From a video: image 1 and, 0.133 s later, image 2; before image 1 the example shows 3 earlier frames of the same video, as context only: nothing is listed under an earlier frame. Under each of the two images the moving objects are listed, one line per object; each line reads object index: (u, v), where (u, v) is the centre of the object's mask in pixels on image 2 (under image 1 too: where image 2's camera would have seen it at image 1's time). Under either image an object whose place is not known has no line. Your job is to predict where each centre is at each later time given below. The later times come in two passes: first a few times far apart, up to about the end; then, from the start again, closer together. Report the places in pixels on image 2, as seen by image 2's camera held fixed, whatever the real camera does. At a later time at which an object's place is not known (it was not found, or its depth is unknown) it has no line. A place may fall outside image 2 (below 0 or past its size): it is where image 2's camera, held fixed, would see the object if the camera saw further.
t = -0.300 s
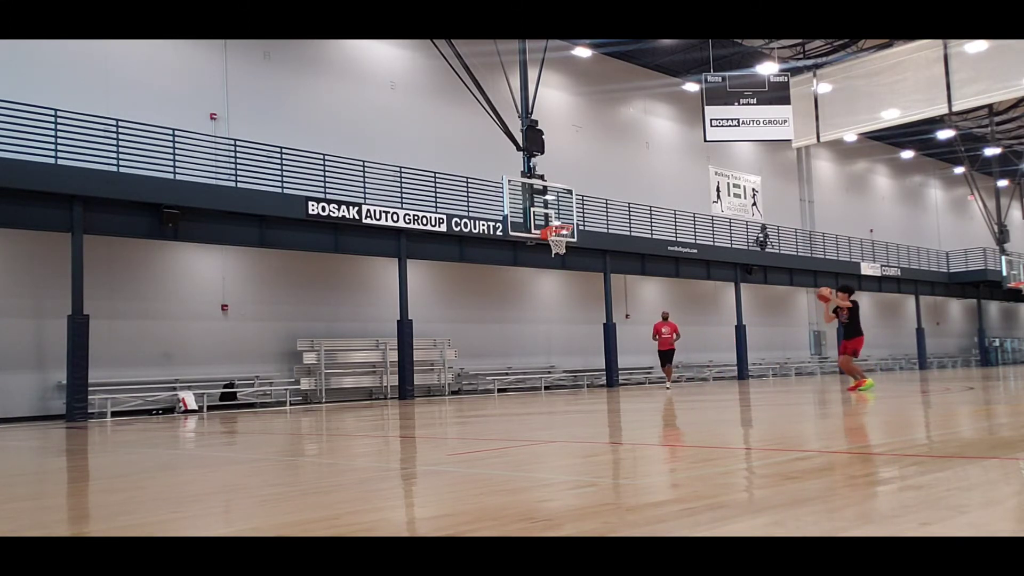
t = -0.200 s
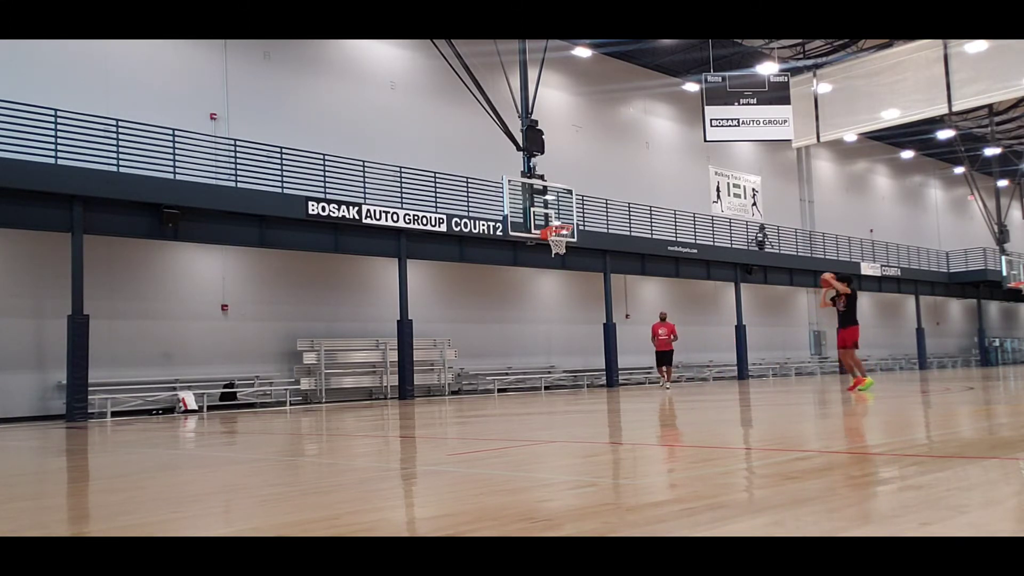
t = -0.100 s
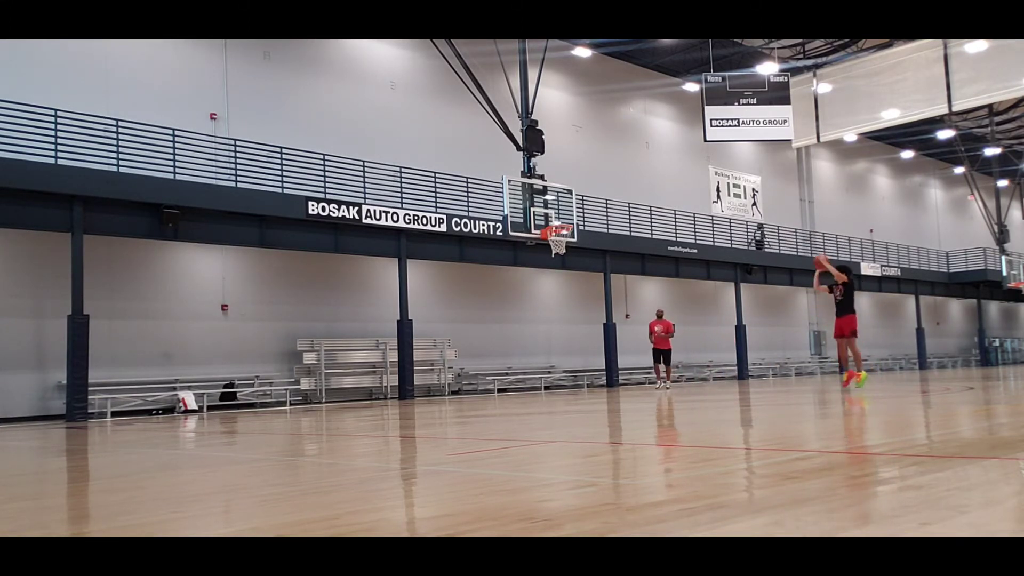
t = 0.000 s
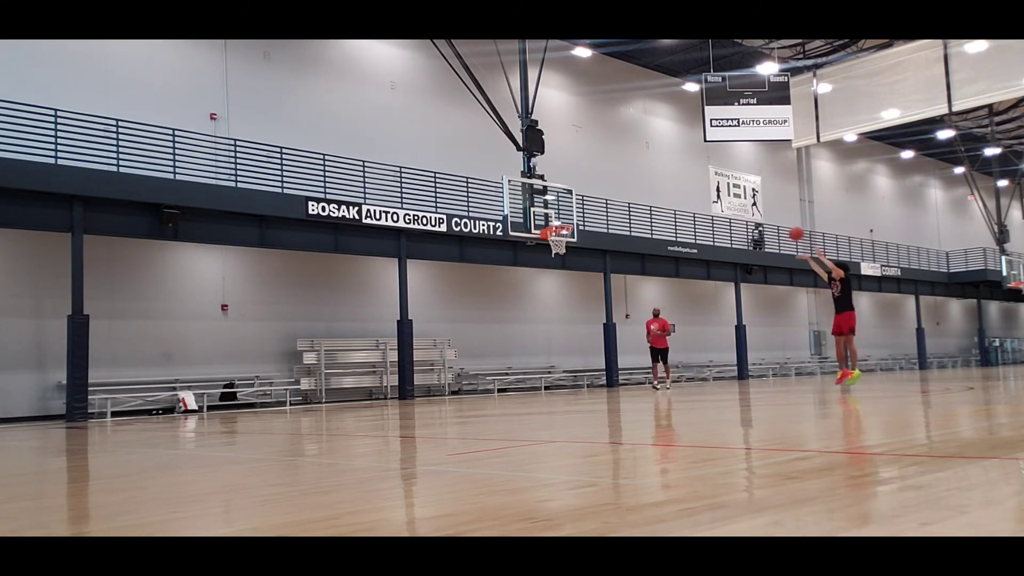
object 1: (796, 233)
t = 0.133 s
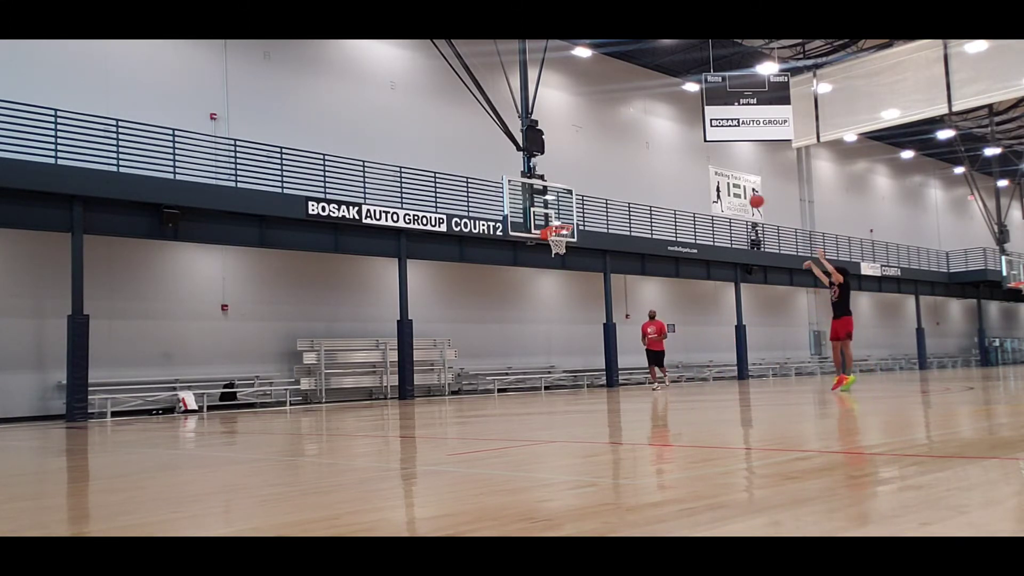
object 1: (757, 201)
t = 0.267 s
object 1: (719, 180)
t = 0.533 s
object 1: (650, 169)
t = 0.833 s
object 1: (580, 202)
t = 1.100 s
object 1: (567, 262)
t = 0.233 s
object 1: (728, 184)
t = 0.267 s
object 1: (719, 180)
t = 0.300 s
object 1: (710, 176)
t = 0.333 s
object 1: (701, 173)
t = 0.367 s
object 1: (692, 171)
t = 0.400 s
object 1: (683, 169)
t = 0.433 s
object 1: (675, 169)
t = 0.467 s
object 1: (666, 168)
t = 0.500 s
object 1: (658, 168)
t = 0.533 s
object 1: (650, 169)
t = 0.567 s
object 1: (641, 170)
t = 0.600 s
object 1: (633, 172)
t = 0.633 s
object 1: (625, 175)
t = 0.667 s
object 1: (618, 178)
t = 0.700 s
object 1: (610, 182)
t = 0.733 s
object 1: (602, 186)
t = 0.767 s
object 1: (595, 191)
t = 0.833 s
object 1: (580, 202)
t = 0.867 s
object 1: (572, 209)
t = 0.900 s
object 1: (565, 216)
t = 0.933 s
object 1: (558, 221)
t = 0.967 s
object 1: (555, 230)
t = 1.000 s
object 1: (554, 233)
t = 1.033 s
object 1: (560, 244)
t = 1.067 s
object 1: (564, 256)
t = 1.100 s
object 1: (567, 262)
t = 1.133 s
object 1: (570, 270)
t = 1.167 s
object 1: (573, 280)
